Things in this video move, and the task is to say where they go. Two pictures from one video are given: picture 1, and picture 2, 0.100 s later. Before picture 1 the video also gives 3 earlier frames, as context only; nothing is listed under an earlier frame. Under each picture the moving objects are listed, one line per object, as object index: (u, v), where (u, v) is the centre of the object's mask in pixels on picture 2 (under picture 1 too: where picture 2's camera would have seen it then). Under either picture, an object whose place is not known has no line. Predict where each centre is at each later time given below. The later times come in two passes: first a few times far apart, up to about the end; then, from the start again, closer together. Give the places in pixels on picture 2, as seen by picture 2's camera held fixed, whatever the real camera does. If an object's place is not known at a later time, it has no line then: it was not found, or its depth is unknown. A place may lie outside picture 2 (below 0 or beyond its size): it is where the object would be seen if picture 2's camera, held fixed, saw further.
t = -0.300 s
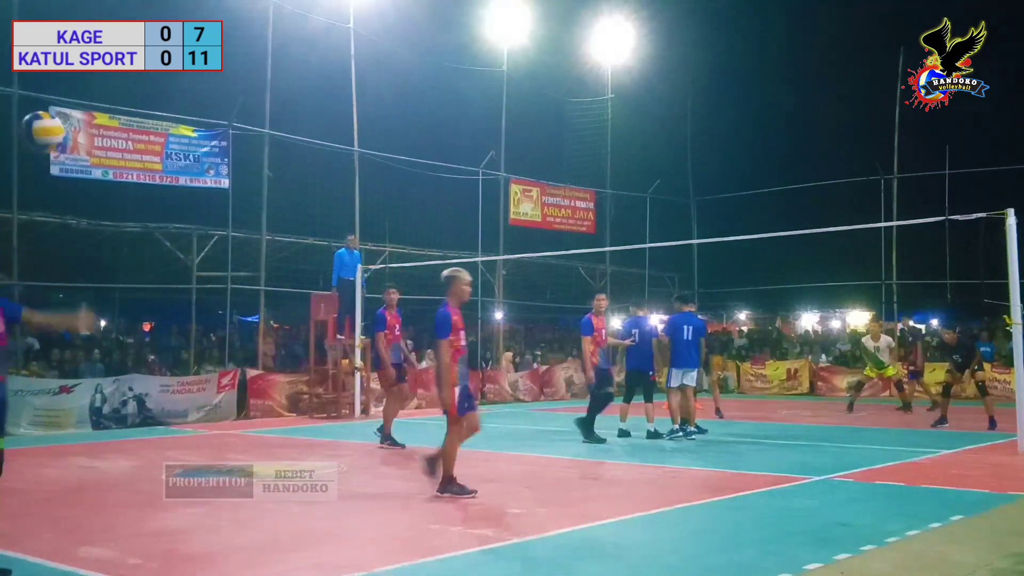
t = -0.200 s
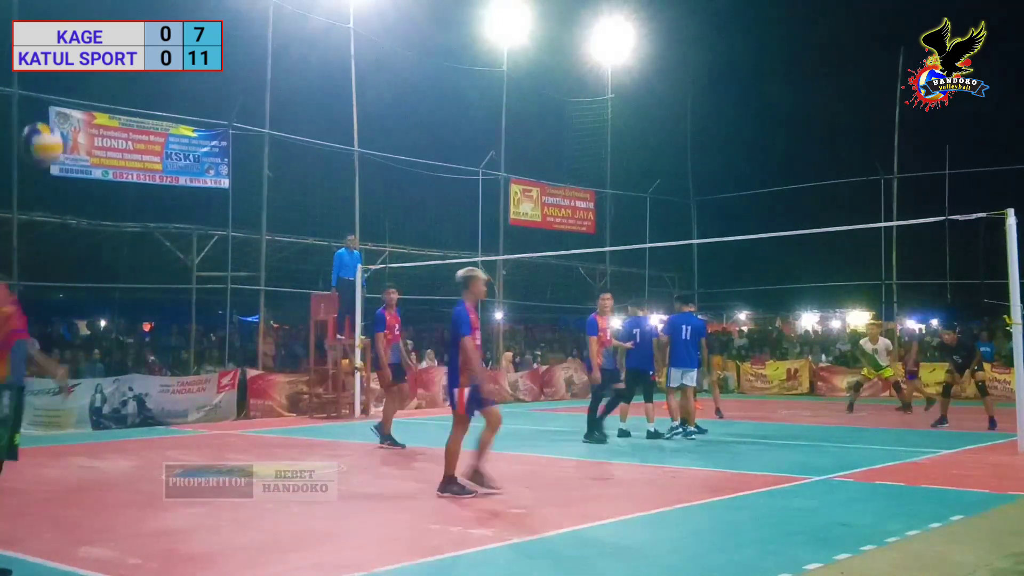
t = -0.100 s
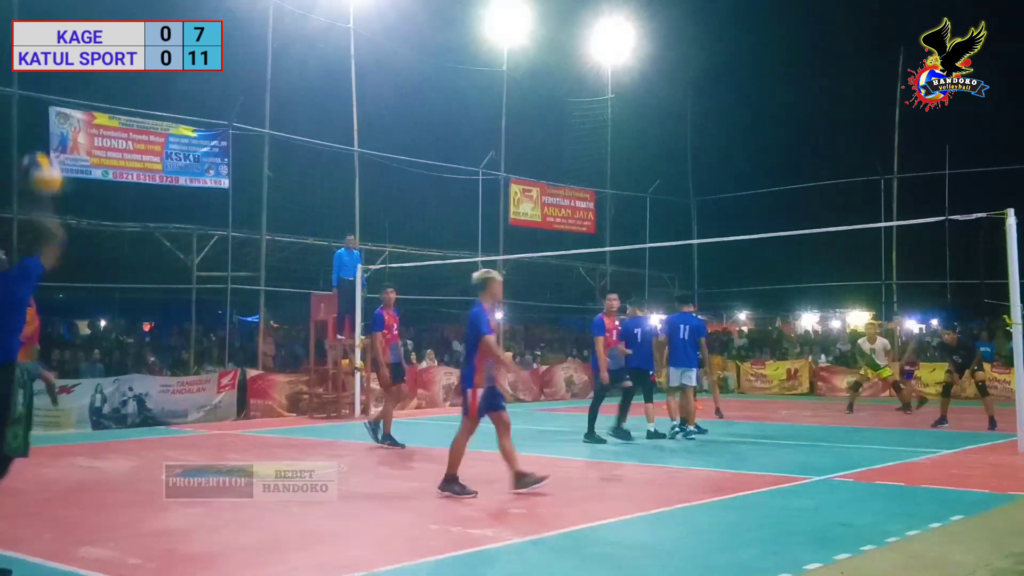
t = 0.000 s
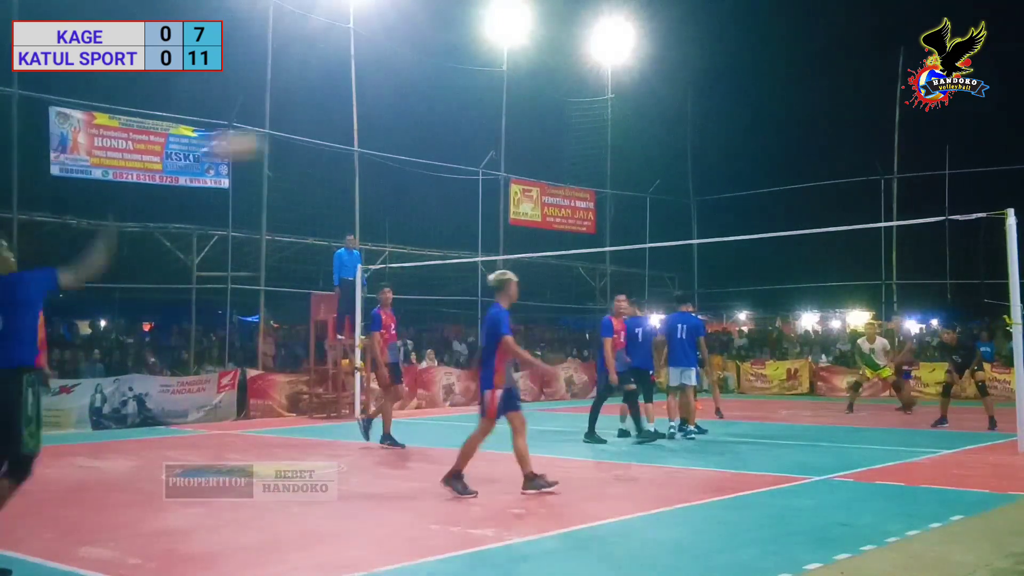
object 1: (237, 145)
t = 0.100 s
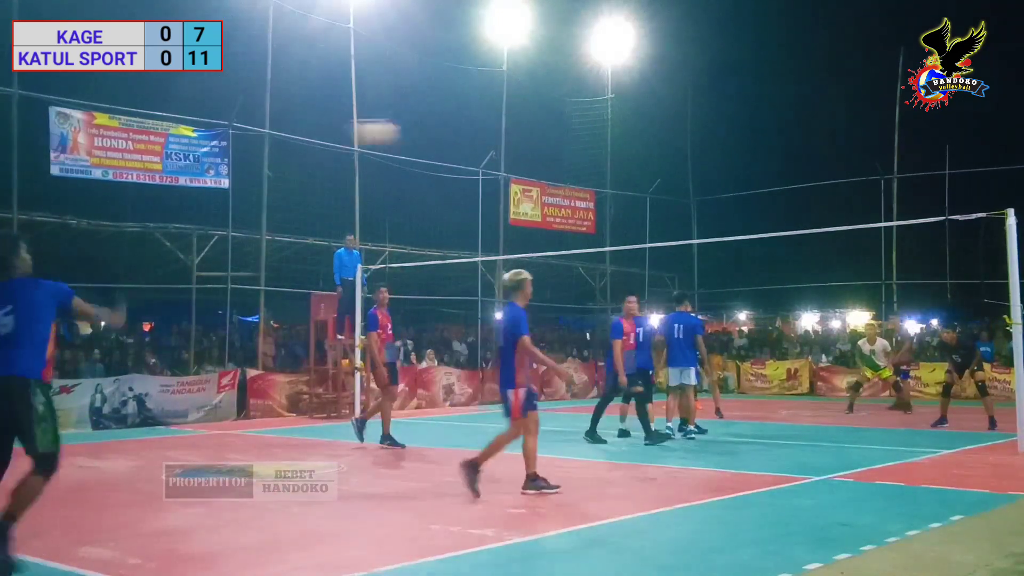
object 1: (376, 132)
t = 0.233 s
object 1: (507, 139)
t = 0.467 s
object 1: (647, 185)
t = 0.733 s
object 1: (750, 271)
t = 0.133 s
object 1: (413, 131)
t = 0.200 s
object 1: (479, 134)
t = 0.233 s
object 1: (507, 139)
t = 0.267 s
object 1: (532, 143)
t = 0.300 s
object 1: (555, 148)
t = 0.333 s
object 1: (576, 154)
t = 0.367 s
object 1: (597, 161)
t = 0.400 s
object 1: (615, 169)
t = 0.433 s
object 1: (632, 177)
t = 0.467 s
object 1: (647, 185)
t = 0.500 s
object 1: (662, 194)
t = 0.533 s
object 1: (677, 204)
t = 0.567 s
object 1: (691, 214)
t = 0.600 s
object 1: (705, 225)
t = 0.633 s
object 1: (716, 233)
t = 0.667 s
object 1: (729, 248)
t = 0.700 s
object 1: (740, 258)
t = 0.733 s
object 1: (750, 271)
